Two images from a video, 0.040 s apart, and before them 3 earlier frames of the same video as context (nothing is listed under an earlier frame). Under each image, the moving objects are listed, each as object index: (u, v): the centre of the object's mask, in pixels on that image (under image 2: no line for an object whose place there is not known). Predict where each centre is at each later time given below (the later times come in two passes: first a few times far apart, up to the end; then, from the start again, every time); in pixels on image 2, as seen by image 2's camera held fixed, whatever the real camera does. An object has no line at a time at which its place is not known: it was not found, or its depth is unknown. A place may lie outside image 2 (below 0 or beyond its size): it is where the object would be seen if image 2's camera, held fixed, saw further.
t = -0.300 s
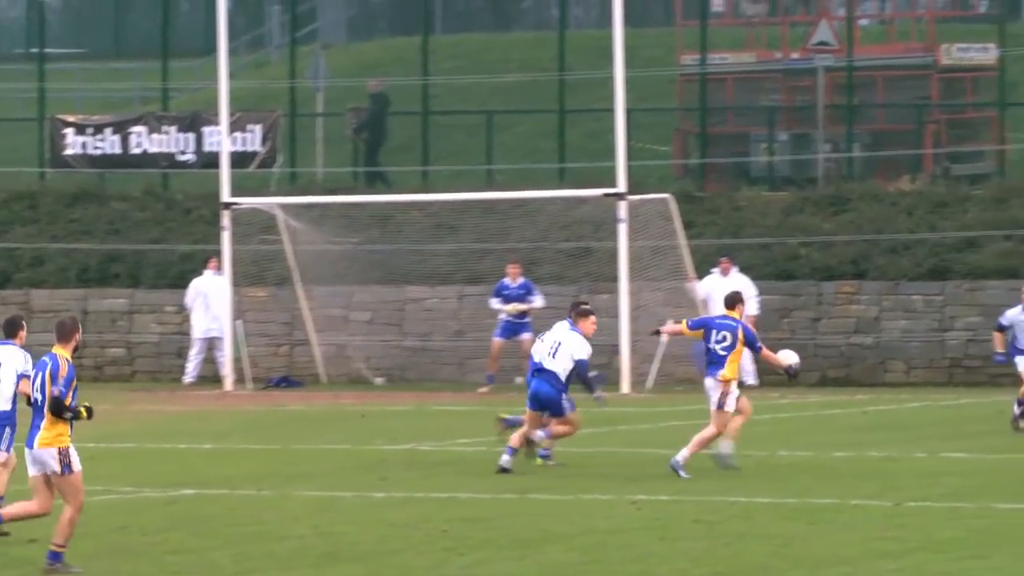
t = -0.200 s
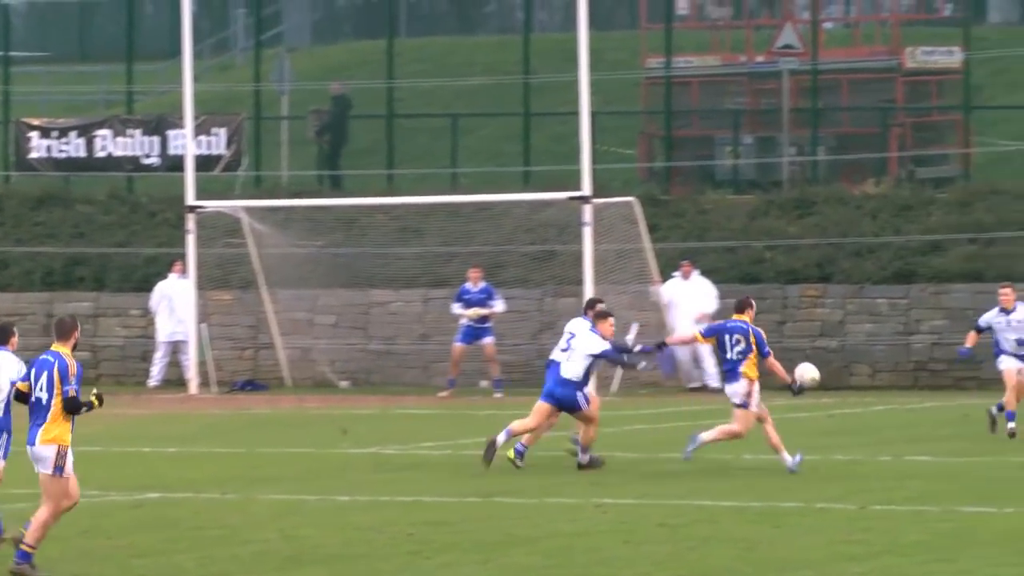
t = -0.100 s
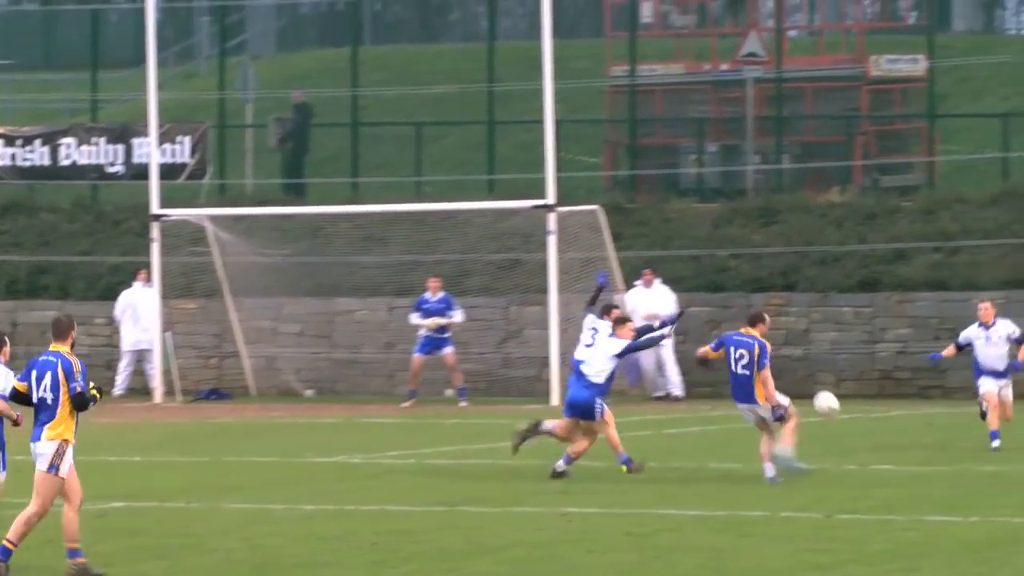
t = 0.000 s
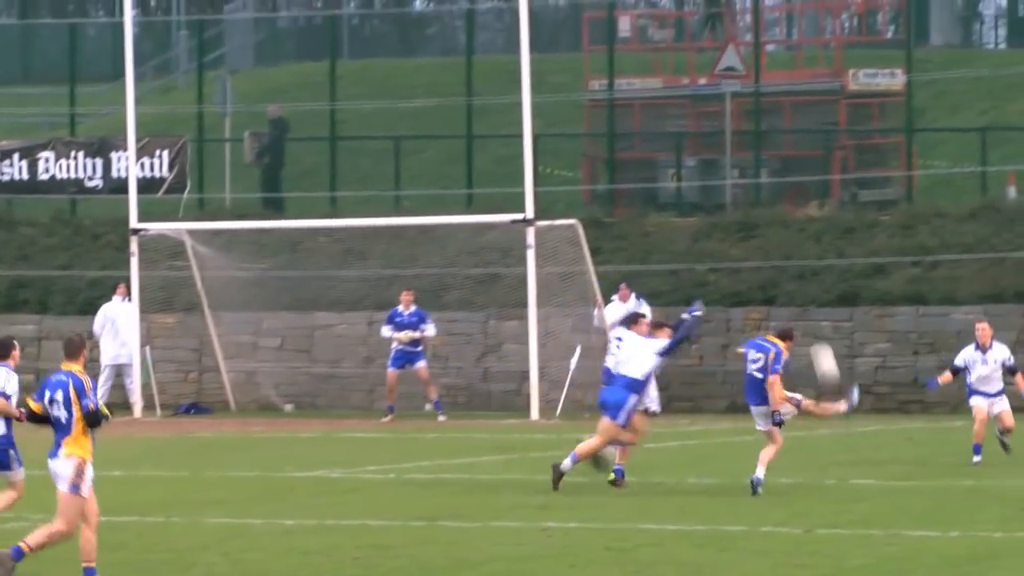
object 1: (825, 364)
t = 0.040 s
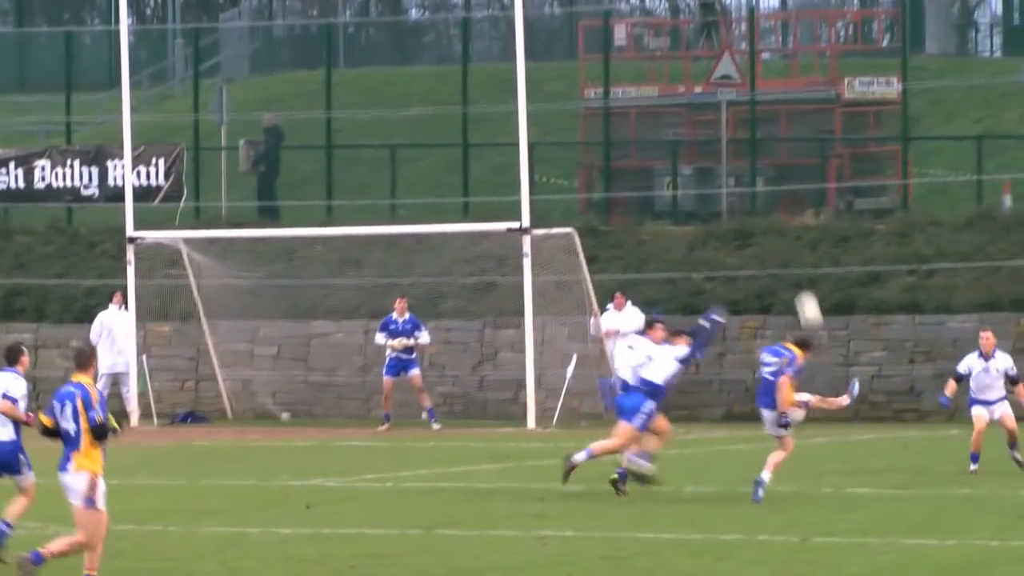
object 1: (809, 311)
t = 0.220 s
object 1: (751, 79)
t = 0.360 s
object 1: (706, -59)
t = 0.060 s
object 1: (803, 282)
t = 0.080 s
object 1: (797, 253)
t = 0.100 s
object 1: (791, 226)
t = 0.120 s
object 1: (784, 199)
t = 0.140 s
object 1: (778, 175)
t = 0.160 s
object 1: (771, 150)
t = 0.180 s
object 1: (765, 125)
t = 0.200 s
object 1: (758, 102)
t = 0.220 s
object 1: (751, 79)
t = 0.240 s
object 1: (745, 57)
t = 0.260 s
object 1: (738, 36)
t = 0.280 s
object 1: (731, 15)
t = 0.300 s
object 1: (723, -5)
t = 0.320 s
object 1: (718, -22)
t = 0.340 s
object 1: (711, -41)
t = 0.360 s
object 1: (706, -59)
